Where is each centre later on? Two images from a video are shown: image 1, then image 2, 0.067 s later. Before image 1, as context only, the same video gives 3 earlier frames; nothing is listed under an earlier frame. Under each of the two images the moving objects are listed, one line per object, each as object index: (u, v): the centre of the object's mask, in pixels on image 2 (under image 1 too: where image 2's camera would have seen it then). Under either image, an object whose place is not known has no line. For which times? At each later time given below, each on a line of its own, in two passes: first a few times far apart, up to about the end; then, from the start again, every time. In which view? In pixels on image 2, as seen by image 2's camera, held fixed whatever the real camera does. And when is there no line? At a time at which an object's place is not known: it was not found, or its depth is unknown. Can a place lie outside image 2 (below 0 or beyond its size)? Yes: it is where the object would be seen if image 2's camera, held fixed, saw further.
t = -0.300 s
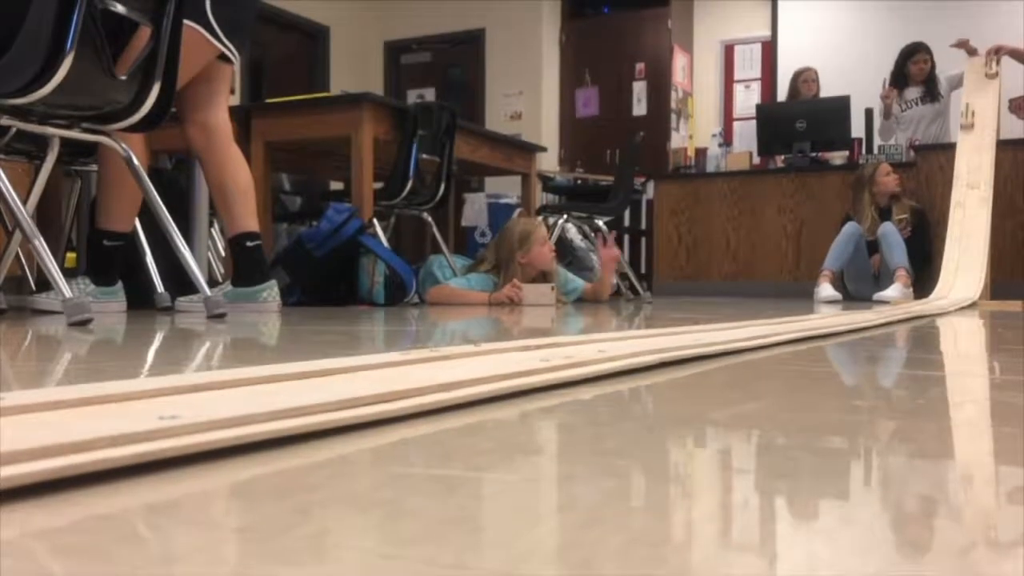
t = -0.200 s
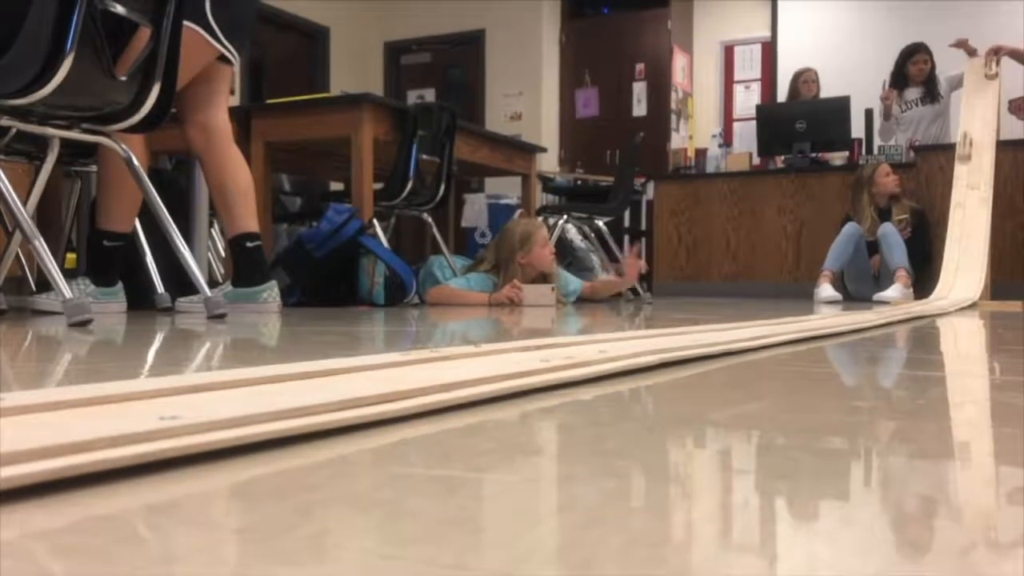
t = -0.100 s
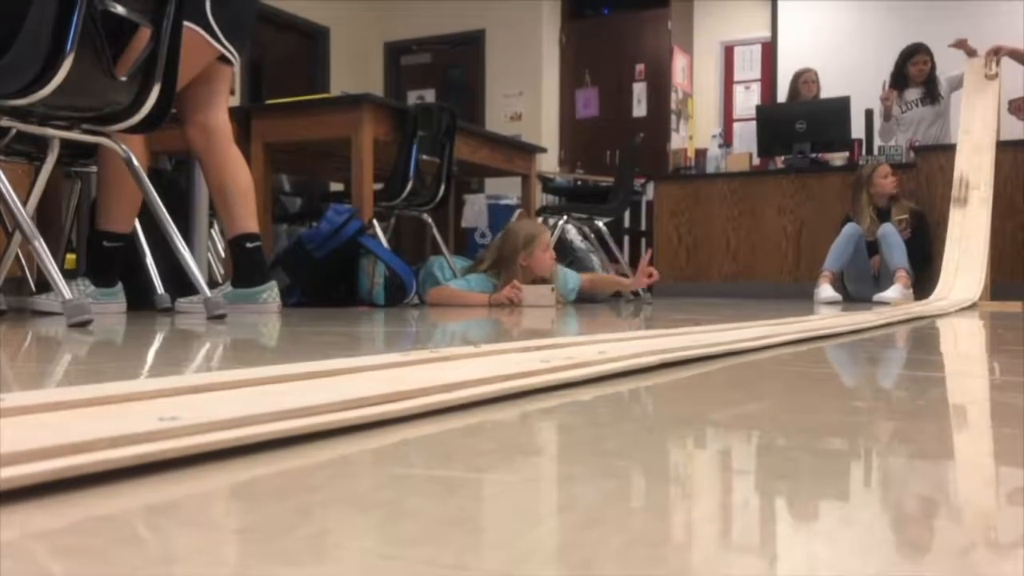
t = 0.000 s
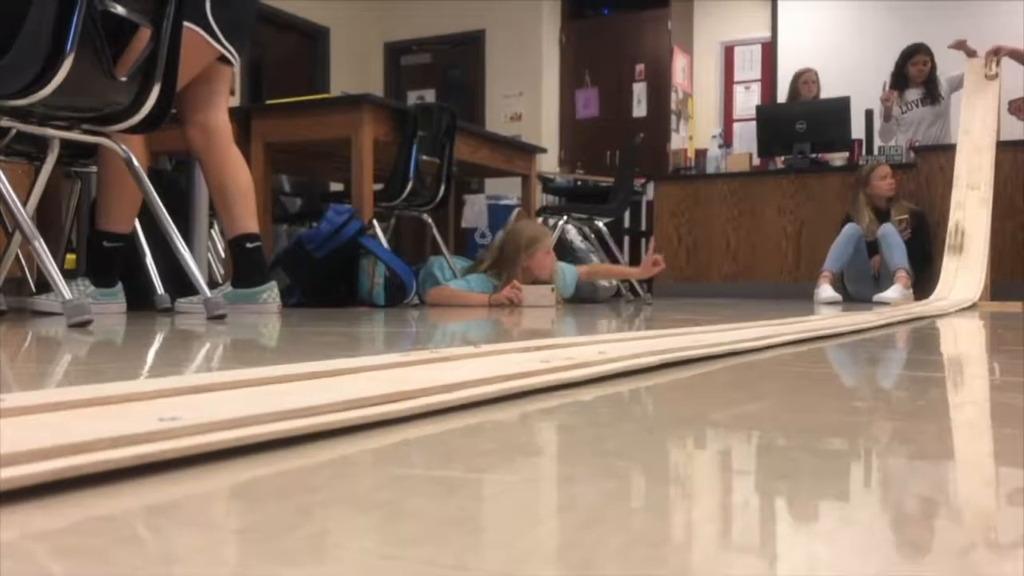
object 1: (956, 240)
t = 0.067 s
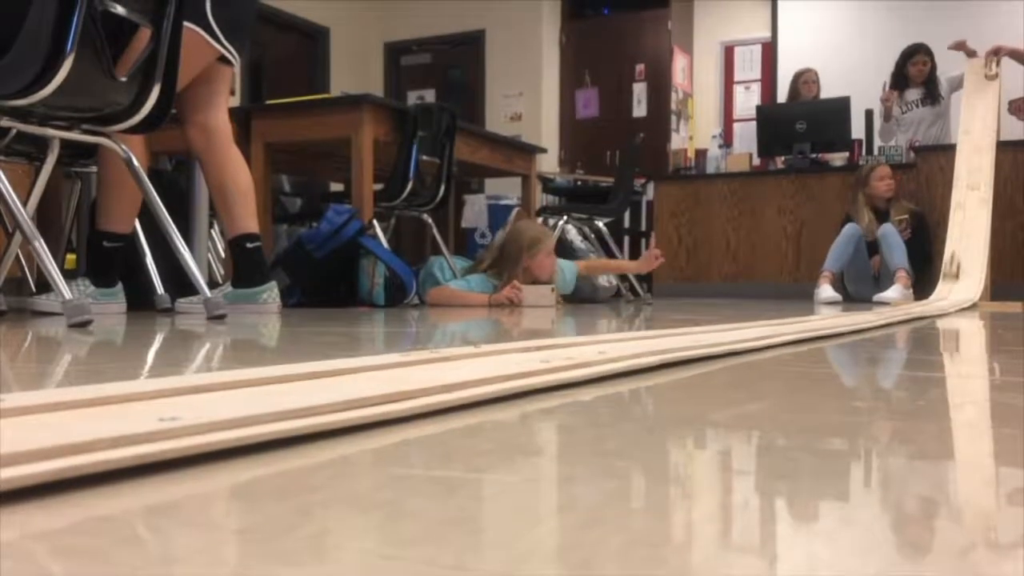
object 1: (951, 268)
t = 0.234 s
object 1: (934, 291)
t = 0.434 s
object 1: (913, 295)
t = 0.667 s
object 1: (873, 299)
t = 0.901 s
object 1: (803, 307)
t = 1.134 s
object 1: (668, 314)
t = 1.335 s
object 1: (381, 329)
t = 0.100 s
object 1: (948, 278)
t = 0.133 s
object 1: (945, 284)
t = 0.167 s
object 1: (942, 289)
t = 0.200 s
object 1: (939, 290)
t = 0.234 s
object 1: (934, 291)
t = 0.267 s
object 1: (931, 292)
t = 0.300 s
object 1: (927, 292)
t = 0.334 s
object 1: (925, 293)
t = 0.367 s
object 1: (922, 295)
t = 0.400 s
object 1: (917, 295)
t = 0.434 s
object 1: (913, 295)
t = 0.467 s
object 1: (909, 299)
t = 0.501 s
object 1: (904, 300)
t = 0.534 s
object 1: (900, 300)
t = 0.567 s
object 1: (896, 299)
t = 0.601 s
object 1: (887, 299)
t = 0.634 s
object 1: (879, 299)
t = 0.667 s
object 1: (873, 299)
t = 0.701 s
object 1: (864, 298)
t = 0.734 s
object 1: (857, 303)
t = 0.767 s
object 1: (848, 303)
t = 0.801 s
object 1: (837, 303)
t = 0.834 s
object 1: (828, 304)
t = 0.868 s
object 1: (816, 306)
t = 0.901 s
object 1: (803, 307)
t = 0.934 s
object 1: (790, 308)
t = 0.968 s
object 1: (774, 309)
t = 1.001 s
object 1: (757, 309)
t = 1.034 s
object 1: (741, 310)
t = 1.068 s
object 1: (720, 311)
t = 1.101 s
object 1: (695, 313)
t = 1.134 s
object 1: (668, 314)
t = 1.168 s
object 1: (641, 316)
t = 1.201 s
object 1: (608, 317)
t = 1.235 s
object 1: (566, 319)
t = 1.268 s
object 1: (519, 321)
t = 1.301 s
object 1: (455, 324)
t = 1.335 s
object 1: (381, 329)
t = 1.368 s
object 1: (294, 334)
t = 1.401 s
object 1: (168, 340)
